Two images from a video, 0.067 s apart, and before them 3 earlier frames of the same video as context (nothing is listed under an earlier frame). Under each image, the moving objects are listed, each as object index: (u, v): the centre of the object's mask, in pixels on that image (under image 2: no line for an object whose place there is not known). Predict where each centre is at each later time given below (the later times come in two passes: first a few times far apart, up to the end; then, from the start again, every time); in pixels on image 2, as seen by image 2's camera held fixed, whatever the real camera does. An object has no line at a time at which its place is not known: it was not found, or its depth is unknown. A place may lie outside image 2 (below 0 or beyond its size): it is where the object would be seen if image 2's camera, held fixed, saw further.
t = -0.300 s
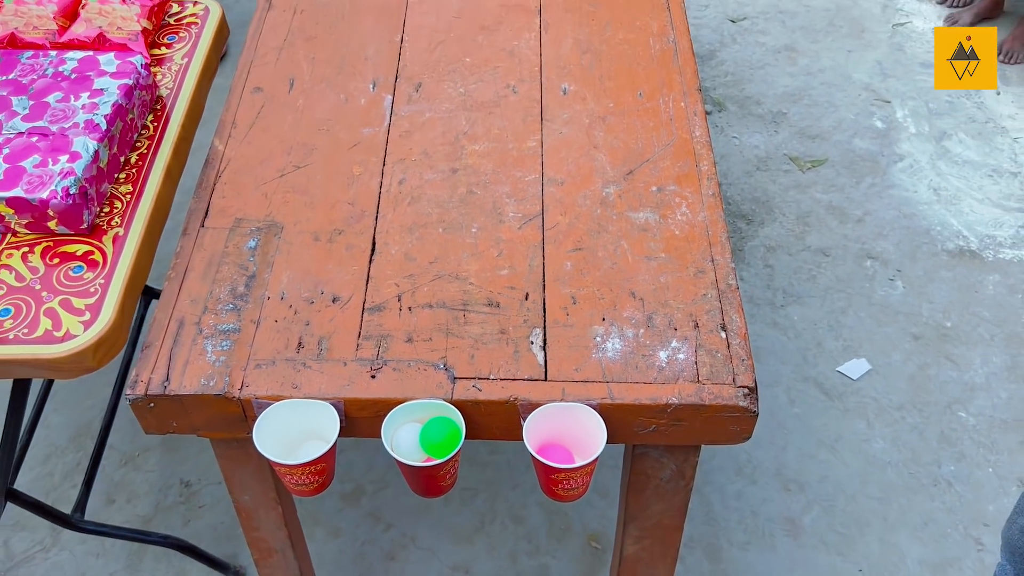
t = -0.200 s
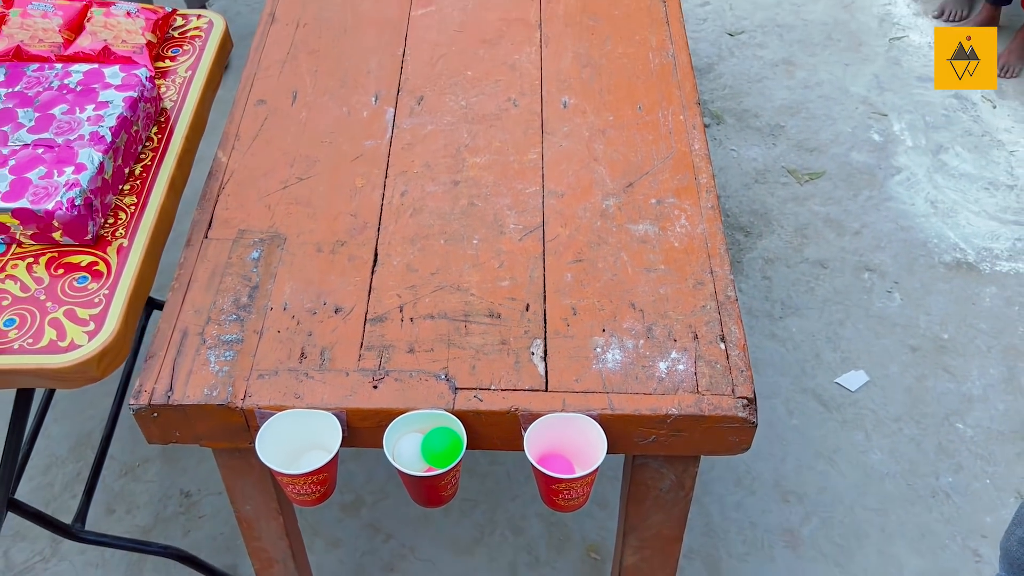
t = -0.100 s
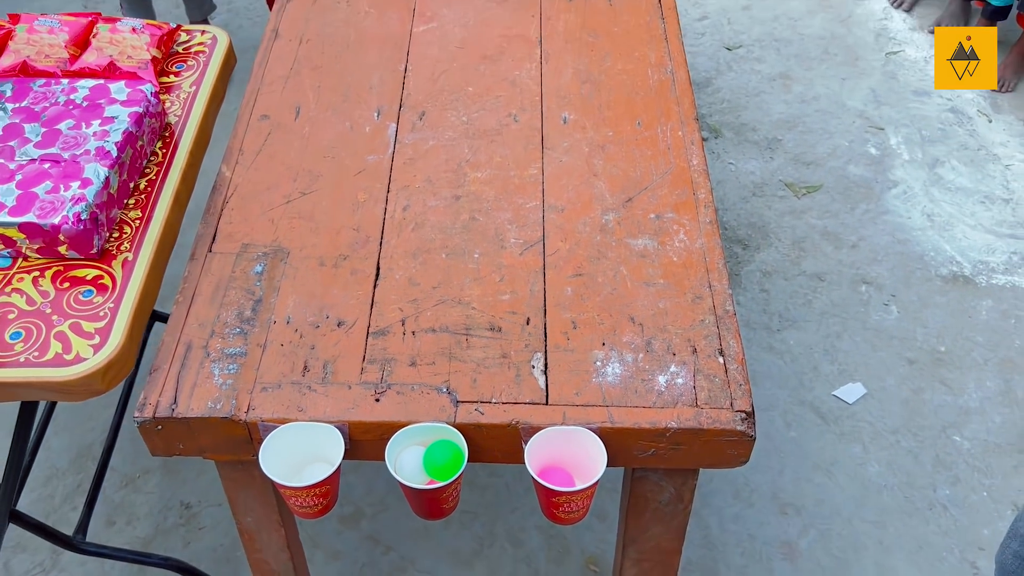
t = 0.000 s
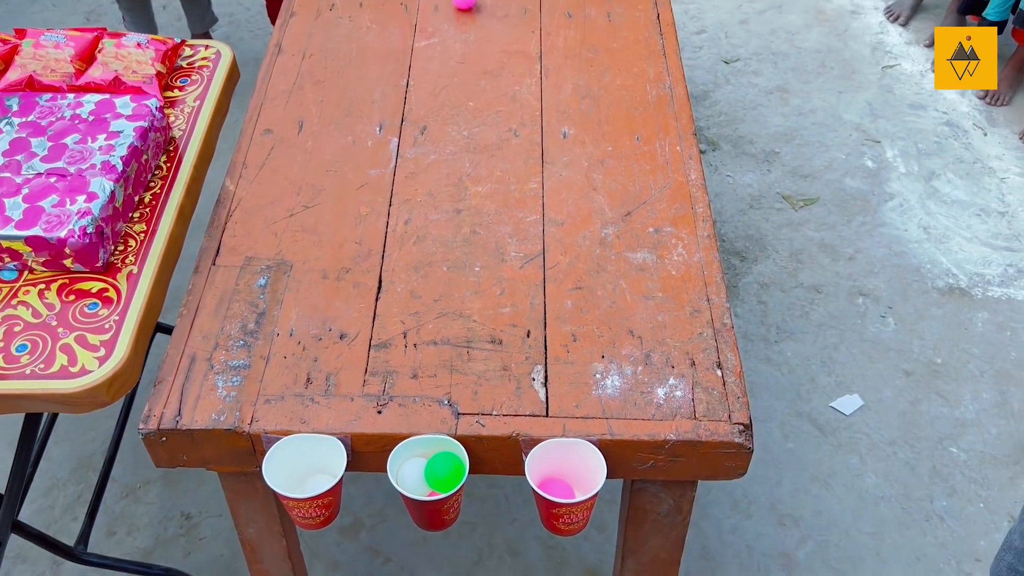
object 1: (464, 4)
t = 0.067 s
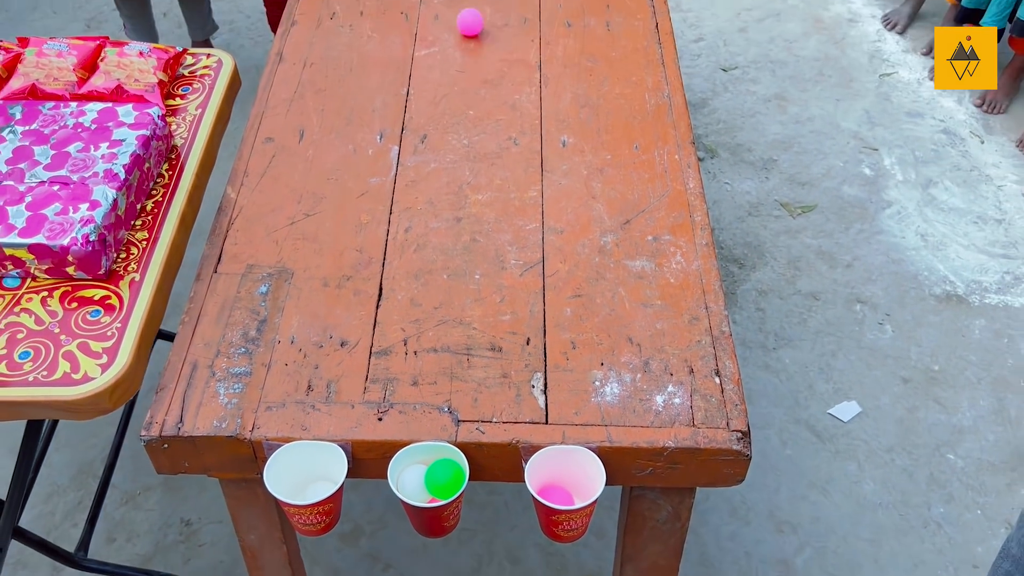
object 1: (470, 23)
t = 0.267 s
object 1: (496, 80)
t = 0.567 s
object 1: (544, 180)
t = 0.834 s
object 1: (603, 291)
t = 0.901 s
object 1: (622, 323)
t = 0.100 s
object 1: (474, 32)
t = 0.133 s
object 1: (478, 41)
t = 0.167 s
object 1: (481, 51)
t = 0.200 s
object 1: (486, 60)
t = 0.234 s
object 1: (491, 70)
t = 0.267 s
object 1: (496, 80)
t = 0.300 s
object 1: (500, 91)
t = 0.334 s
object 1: (505, 101)
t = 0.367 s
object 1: (510, 111)
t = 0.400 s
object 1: (515, 122)
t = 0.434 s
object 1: (520, 134)
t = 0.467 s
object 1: (526, 145)
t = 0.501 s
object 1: (531, 156)
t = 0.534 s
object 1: (537, 167)
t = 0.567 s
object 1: (544, 180)
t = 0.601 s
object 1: (551, 194)
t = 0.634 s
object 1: (557, 206)
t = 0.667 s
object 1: (564, 219)
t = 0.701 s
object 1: (572, 231)
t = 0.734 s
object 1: (579, 246)
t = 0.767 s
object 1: (587, 261)
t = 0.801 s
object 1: (595, 276)
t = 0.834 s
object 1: (603, 291)
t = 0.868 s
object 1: (612, 306)
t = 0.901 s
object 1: (622, 323)
